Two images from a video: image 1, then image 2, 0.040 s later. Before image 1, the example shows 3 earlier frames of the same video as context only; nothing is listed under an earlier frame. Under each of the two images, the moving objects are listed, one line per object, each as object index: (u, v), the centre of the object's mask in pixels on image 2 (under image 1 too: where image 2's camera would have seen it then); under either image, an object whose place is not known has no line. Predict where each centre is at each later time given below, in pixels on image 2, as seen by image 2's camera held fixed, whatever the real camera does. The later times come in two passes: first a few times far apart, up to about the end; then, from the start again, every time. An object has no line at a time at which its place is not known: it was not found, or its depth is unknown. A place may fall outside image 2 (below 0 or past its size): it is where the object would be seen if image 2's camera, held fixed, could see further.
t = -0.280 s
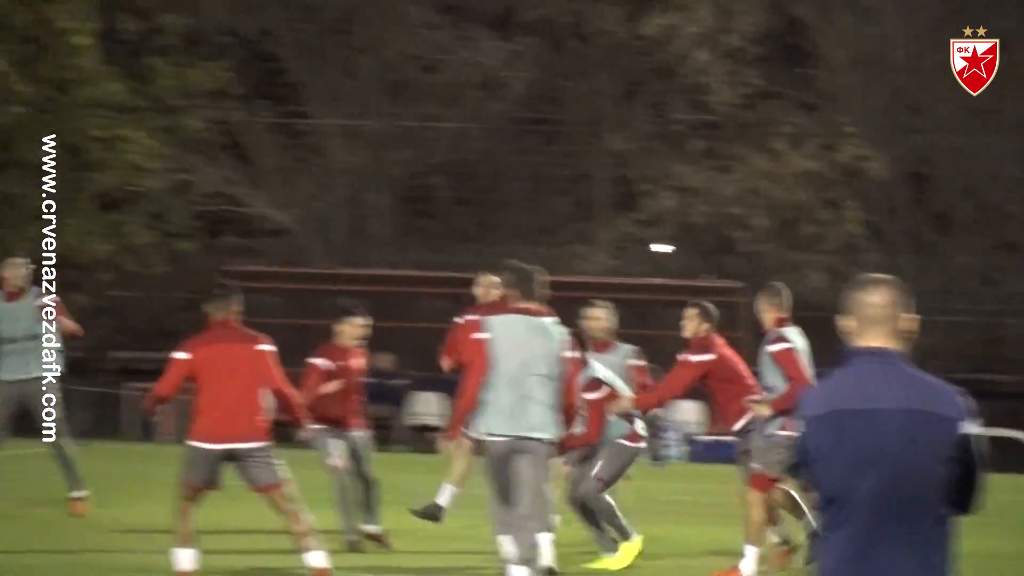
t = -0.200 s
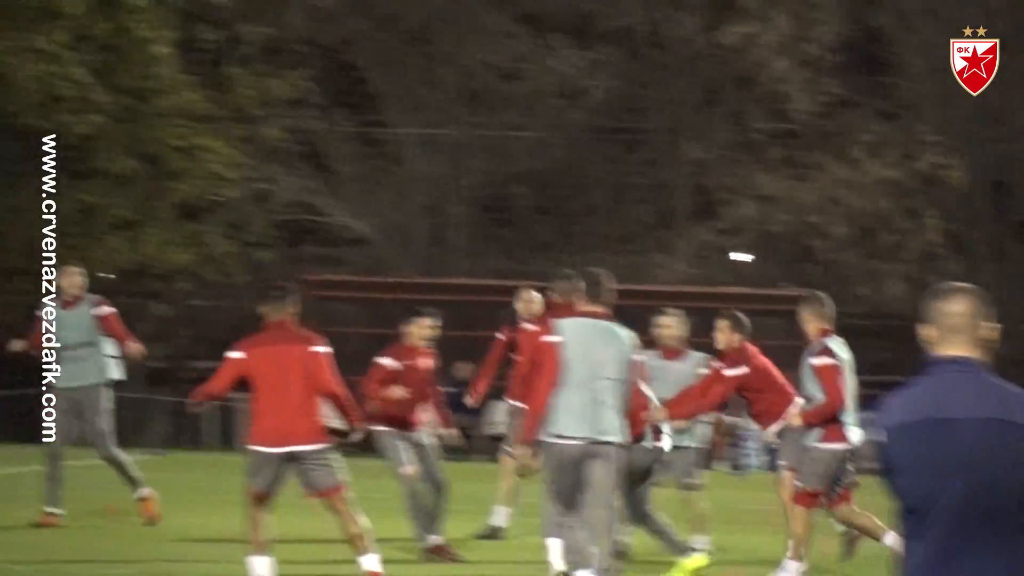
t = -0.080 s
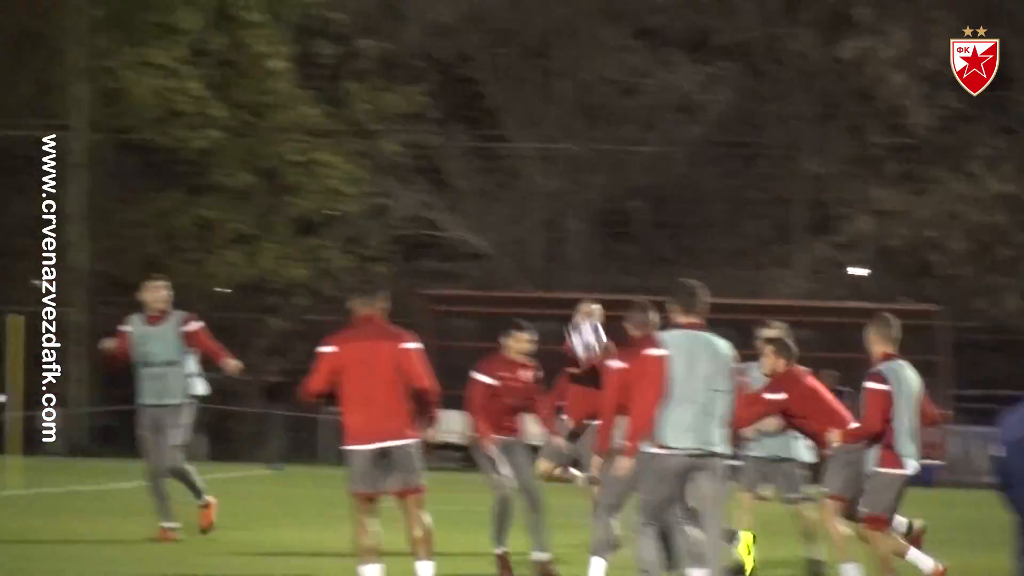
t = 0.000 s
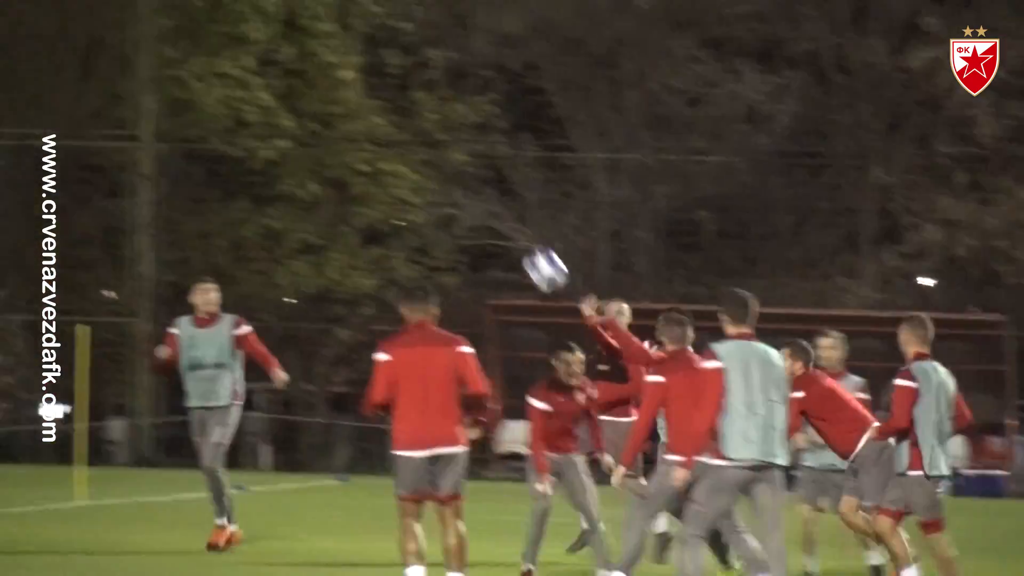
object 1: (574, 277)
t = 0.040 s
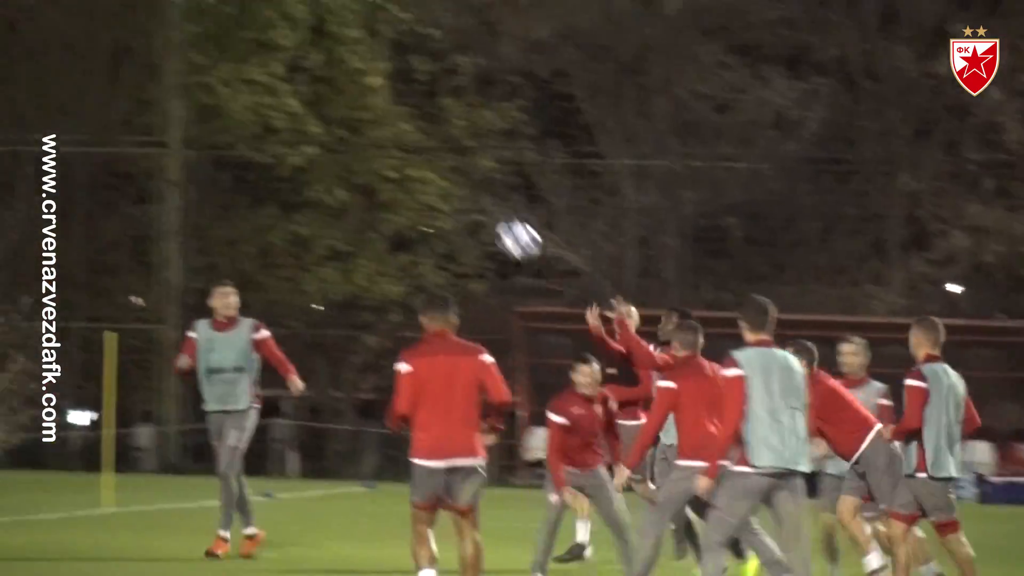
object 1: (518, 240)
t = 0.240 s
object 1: (235, 87)
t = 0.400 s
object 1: (-2, 0)
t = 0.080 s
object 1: (462, 204)
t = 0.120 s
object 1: (406, 171)
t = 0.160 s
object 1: (350, 141)
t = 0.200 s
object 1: (294, 113)
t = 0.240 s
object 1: (235, 87)
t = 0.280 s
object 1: (177, 62)
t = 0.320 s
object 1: (117, 40)
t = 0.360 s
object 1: (58, 19)
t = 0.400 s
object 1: (-2, 0)
